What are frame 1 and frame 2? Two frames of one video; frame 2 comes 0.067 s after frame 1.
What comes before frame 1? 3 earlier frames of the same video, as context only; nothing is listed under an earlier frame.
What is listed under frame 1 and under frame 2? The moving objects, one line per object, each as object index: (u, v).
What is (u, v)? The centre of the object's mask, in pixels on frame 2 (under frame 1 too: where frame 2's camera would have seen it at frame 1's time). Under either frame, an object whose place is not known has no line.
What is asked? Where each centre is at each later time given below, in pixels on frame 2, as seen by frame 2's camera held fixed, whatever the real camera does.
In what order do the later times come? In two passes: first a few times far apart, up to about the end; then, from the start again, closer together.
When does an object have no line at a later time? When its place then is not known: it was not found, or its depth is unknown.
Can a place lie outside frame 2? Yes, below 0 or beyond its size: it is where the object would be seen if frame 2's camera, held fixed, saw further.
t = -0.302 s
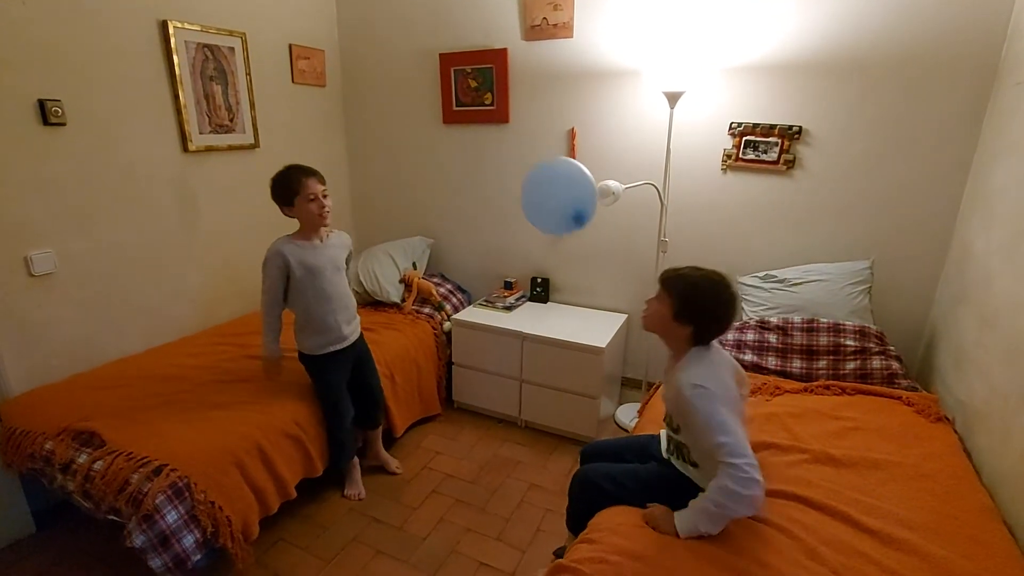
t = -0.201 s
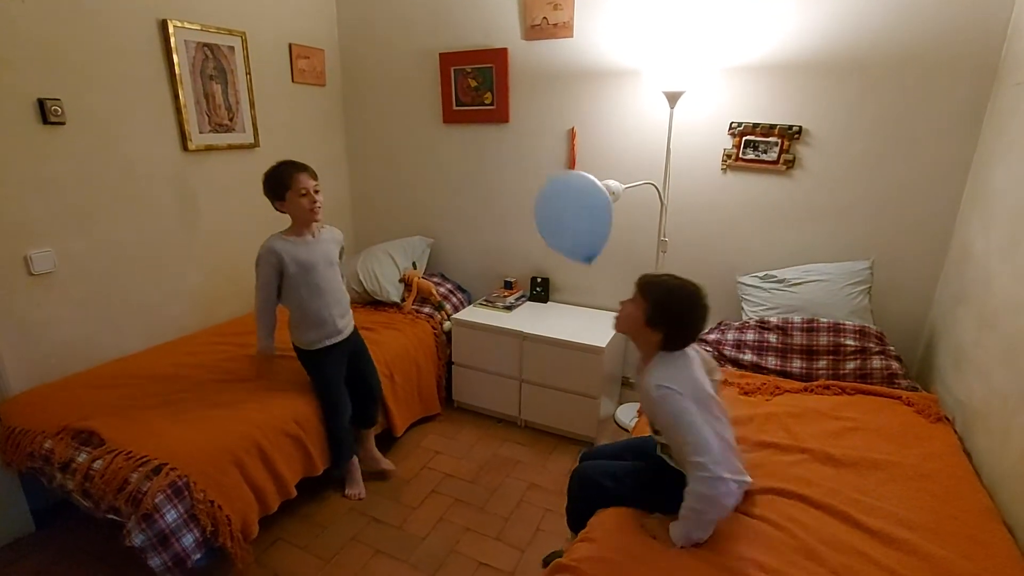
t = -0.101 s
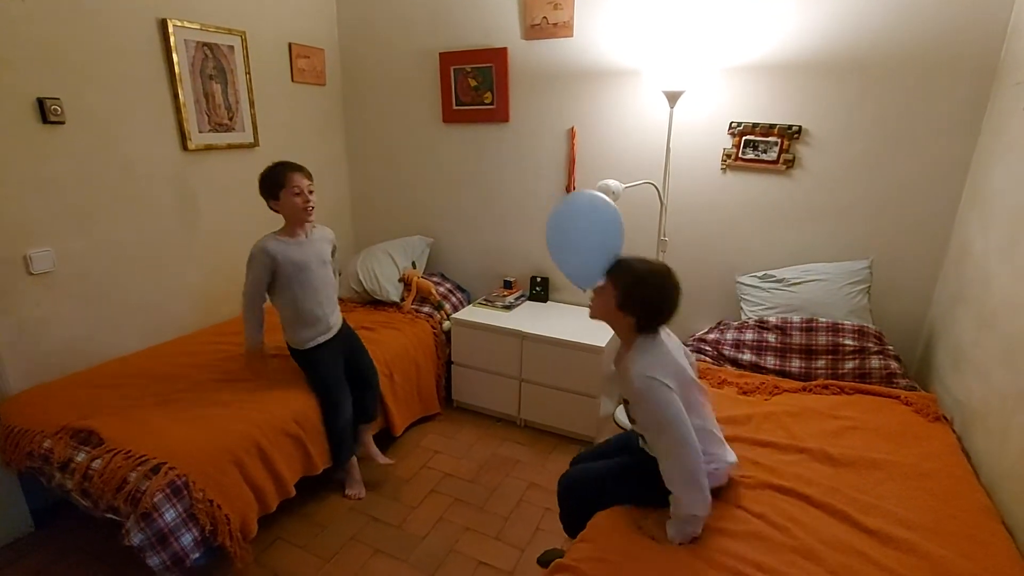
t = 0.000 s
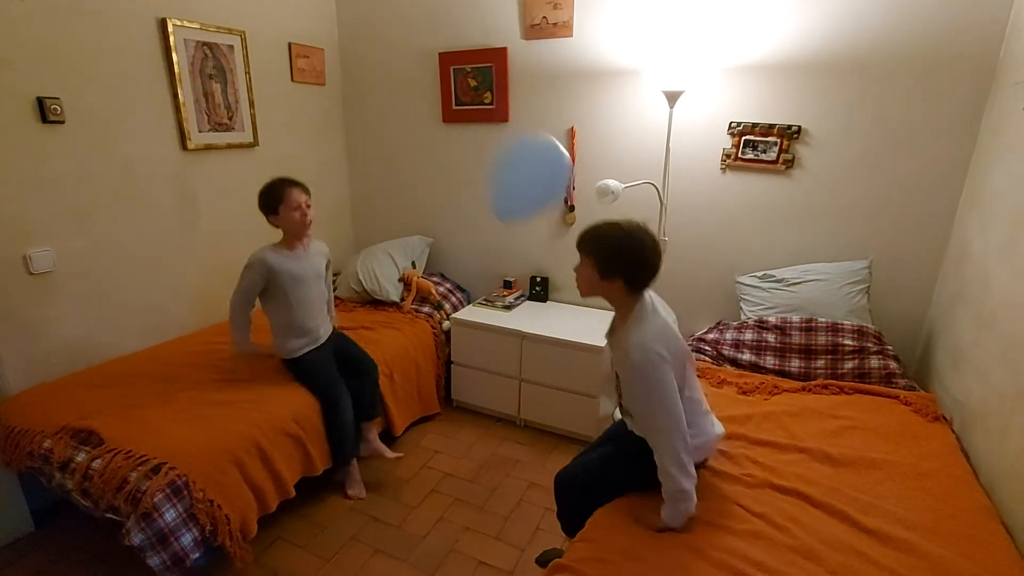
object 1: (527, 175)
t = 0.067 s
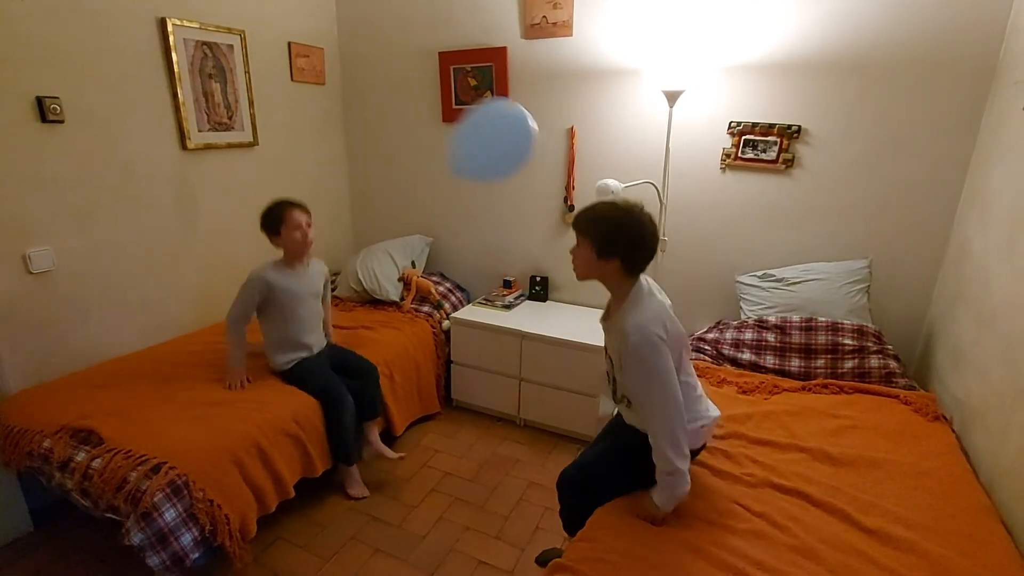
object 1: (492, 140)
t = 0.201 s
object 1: (434, 88)
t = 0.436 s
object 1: (371, 50)
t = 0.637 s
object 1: (348, 54)
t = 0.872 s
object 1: (332, 83)
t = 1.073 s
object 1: (323, 122)
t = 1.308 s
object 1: (315, 182)
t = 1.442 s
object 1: (313, 223)
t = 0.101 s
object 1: (476, 125)
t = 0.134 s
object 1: (461, 111)
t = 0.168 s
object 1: (447, 99)
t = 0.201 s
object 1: (434, 88)
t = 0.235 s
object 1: (423, 80)
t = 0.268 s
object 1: (413, 71)
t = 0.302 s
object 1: (401, 65)
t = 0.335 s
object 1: (393, 60)
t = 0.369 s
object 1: (384, 56)
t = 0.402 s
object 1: (378, 52)
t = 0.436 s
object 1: (371, 50)
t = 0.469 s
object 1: (366, 49)
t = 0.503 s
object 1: (361, 49)
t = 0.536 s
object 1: (357, 50)
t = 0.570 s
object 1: (354, 50)
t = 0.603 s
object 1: (351, 52)
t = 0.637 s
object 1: (348, 54)
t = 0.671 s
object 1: (345, 57)
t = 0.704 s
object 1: (343, 60)
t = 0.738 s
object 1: (340, 64)
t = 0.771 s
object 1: (338, 68)
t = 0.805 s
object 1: (336, 73)
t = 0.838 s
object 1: (334, 77)
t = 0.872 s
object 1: (332, 83)
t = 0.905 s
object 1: (330, 88)
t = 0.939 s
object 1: (329, 94)
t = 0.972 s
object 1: (327, 100)
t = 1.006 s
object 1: (326, 107)
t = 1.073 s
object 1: (323, 122)
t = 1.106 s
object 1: (321, 129)
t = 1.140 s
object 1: (320, 138)
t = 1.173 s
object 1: (319, 147)
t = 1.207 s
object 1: (318, 155)
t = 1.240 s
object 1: (317, 164)
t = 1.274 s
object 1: (316, 173)
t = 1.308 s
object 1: (315, 182)
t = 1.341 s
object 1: (314, 192)
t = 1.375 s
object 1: (314, 202)
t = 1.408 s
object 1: (313, 212)
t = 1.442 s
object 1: (313, 223)
